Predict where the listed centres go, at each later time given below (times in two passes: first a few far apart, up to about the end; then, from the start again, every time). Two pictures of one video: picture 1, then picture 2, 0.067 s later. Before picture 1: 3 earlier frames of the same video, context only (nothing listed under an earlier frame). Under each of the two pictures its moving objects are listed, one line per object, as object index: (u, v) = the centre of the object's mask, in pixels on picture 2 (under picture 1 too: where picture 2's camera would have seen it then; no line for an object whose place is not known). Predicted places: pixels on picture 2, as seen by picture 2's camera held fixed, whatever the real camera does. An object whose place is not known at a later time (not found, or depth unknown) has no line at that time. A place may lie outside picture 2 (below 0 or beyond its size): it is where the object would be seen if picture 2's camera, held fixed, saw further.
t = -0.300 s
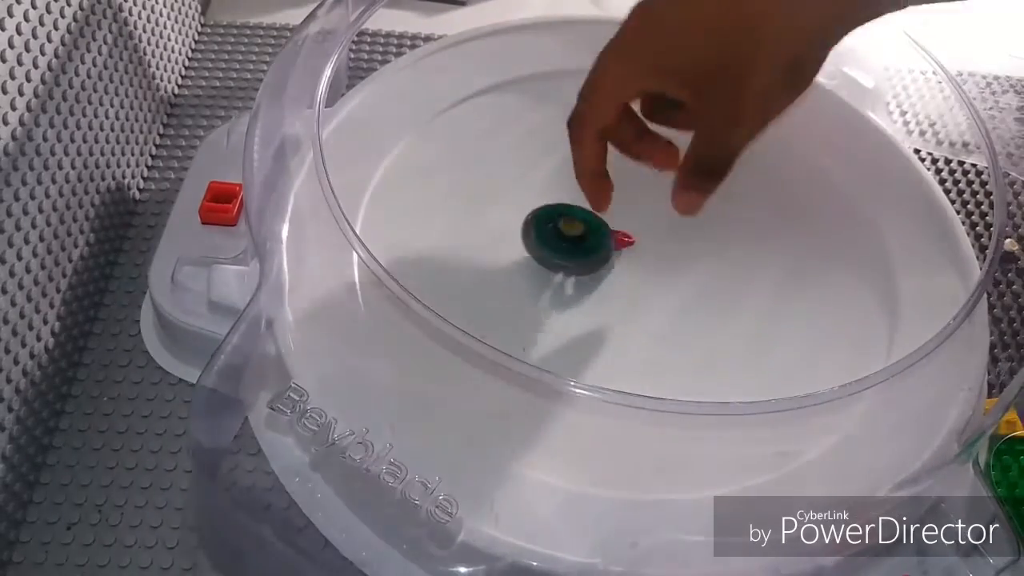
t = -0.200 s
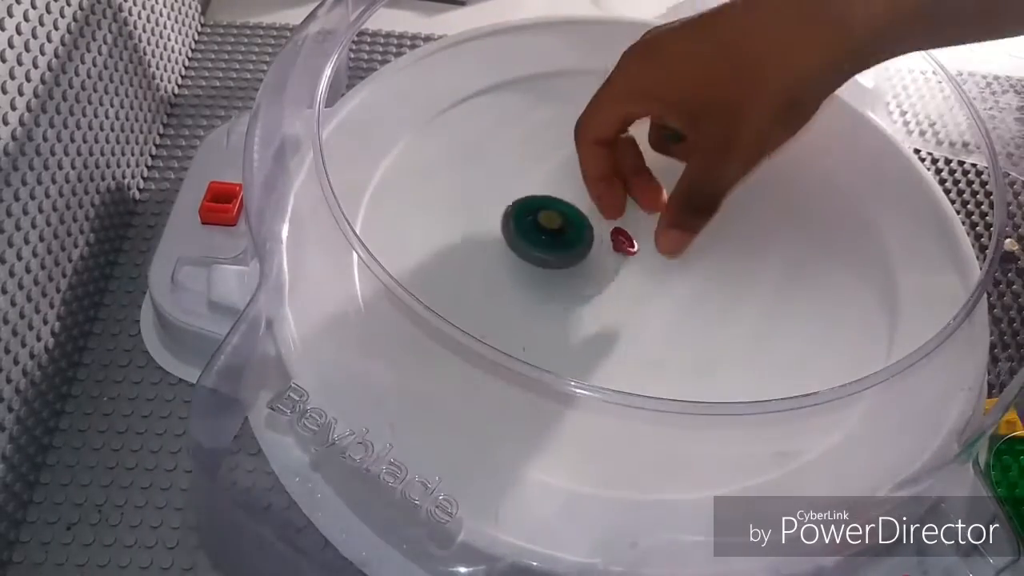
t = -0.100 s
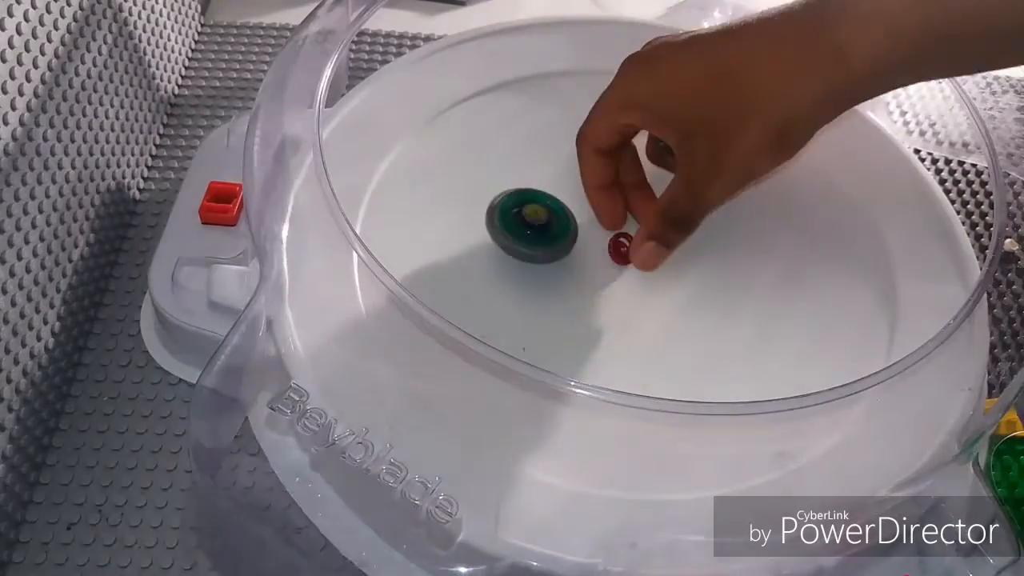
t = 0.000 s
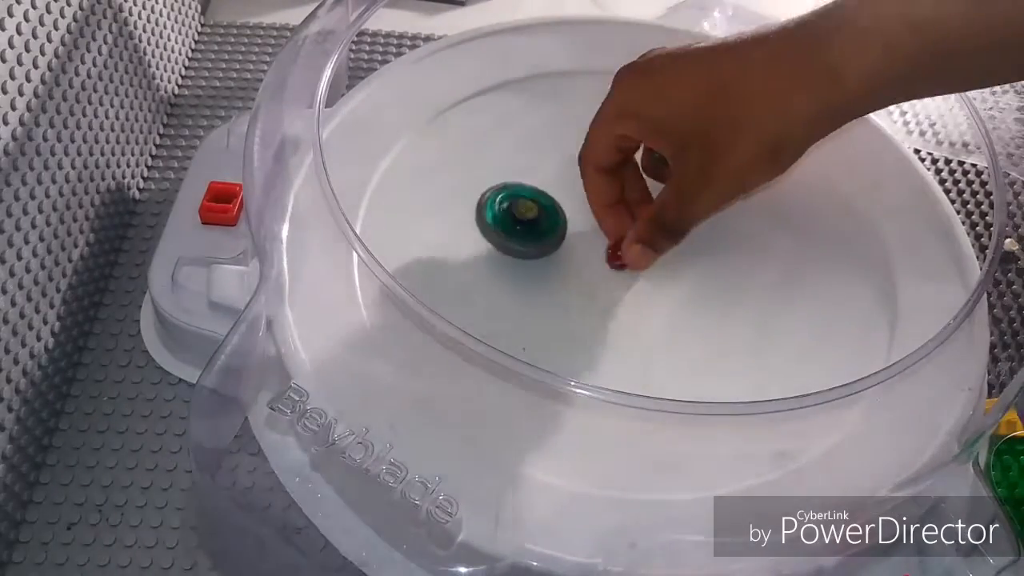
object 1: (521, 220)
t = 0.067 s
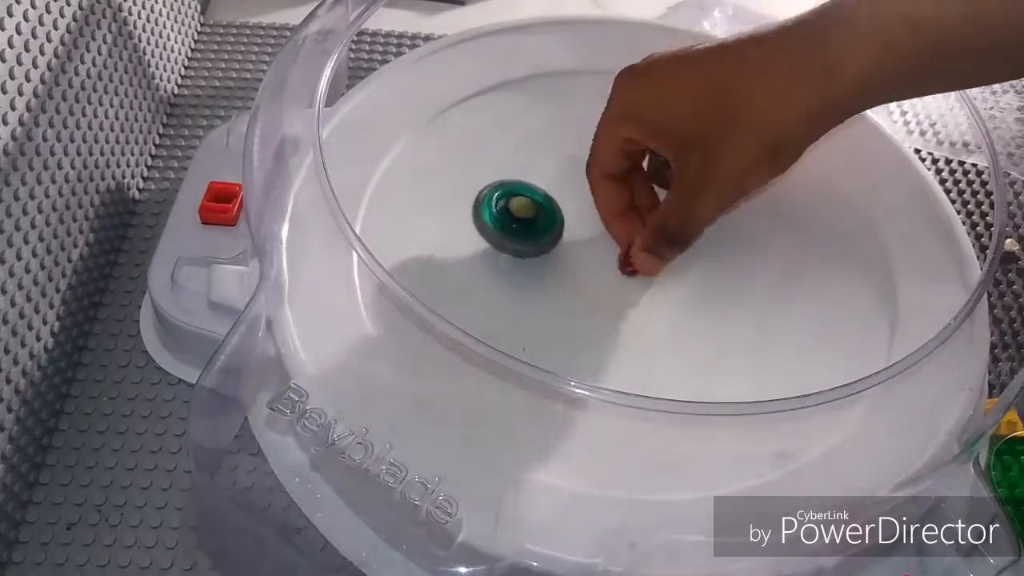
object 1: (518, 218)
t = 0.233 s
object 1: (518, 217)
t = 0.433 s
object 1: (532, 218)
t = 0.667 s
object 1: (572, 223)
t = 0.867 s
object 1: (618, 231)
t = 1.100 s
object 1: (670, 238)
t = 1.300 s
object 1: (696, 244)
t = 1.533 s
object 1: (704, 251)
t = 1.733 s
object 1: (694, 258)
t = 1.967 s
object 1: (659, 270)
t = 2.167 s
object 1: (620, 276)
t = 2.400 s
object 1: (578, 275)
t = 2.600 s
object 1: (554, 267)
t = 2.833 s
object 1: (546, 256)
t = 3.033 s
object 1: (554, 244)
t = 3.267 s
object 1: (579, 228)
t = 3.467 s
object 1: (609, 218)
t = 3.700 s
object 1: (644, 213)
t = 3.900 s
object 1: (667, 217)
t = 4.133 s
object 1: (677, 226)
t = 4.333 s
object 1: (674, 239)
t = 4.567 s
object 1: (654, 263)
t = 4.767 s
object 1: (627, 281)
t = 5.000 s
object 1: (598, 289)
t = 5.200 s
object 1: (583, 287)
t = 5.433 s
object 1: (575, 275)
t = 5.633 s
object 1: (575, 256)
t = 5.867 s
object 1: (588, 228)
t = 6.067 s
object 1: (604, 211)
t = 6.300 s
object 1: (624, 203)
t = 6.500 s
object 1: (638, 208)
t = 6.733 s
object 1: (652, 222)
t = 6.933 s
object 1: (657, 243)
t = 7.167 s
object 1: (651, 270)
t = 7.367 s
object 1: (637, 288)
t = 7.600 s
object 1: (618, 293)
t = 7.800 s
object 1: (604, 287)
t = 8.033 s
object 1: (587, 270)
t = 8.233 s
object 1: (581, 247)
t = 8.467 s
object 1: (586, 223)
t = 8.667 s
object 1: (597, 211)
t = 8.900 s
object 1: (613, 210)
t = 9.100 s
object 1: (631, 217)
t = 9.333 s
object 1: (651, 236)
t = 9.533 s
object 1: (658, 255)
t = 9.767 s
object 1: (653, 274)
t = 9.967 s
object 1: (639, 283)
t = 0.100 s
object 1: (517, 218)
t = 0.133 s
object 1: (517, 217)
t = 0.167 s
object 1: (517, 217)
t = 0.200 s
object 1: (518, 217)
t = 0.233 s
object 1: (518, 217)
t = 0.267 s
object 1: (519, 217)
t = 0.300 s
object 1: (521, 217)
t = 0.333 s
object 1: (523, 217)
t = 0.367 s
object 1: (525, 217)
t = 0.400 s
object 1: (528, 217)
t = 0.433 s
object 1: (532, 218)
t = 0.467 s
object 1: (537, 218)
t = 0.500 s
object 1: (542, 219)
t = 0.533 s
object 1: (548, 220)
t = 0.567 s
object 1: (553, 221)
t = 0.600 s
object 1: (559, 221)
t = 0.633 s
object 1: (566, 222)
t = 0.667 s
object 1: (572, 223)
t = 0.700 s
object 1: (580, 225)
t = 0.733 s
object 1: (587, 226)
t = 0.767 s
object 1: (594, 227)
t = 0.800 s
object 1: (602, 228)
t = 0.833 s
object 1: (610, 229)
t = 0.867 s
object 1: (618, 231)
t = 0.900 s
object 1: (626, 232)
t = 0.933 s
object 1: (634, 233)
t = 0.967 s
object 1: (642, 235)
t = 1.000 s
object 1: (650, 236)
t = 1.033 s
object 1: (657, 237)
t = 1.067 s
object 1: (663, 238)
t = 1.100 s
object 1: (670, 238)
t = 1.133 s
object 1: (675, 240)
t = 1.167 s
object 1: (680, 240)
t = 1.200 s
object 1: (685, 241)
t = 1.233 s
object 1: (689, 242)
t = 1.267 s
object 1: (693, 243)
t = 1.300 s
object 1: (696, 244)
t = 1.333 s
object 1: (699, 245)
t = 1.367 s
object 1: (701, 246)
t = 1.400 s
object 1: (702, 248)
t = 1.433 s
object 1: (703, 248)
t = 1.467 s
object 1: (704, 249)
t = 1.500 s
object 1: (704, 250)
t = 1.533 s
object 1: (704, 251)
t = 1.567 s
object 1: (703, 252)
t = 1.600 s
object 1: (702, 253)
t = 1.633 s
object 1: (701, 254)
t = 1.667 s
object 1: (699, 255)
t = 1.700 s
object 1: (697, 257)
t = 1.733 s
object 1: (694, 258)
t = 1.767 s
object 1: (690, 260)
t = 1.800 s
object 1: (686, 262)
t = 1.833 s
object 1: (681, 263)
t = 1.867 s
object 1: (676, 265)
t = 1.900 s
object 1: (671, 267)
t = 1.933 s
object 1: (665, 268)
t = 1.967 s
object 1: (659, 270)
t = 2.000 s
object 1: (653, 271)
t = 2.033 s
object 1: (646, 273)
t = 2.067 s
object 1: (640, 274)
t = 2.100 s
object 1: (633, 275)
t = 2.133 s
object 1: (626, 275)
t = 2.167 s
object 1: (620, 276)
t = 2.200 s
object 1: (613, 276)
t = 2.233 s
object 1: (607, 276)
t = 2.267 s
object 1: (601, 276)
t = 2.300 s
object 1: (594, 276)
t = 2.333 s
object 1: (588, 276)
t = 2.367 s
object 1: (583, 275)
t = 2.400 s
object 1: (578, 275)
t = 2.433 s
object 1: (573, 274)
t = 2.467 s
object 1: (568, 273)
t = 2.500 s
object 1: (564, 272)
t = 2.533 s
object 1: (560, 270)
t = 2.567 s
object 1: (557, 269)
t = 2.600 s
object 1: (554, 267)
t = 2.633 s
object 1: (552, 266)
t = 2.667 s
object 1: (550, 264)
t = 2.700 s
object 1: (548, 262)
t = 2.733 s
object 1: (547, 261)
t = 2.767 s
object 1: (547, 259)
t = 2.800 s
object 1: (546, 257)
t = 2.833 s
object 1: (546, 256)
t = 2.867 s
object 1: (546, 254)
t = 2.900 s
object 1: (547, 253)
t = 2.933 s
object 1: (548, 250)
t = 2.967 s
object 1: (549, 248)
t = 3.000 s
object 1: (551, 246)
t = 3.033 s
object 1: (554, 244)
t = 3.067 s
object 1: (556, 242)
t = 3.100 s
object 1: (559, 240)
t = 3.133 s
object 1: (563, 237)
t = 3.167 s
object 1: (567, 235)
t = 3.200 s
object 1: (571, 233)
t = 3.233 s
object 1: (575, 230)
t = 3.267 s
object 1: (579, 228)
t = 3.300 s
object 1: (583, 226)
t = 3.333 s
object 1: (588, 224)
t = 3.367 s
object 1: (593, 222)
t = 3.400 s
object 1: (598, 221)
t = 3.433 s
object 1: (603, 219)
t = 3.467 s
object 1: (609, 218)
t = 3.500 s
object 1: (614, 216)
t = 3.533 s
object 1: (619, 215)
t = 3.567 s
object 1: (624, 215)
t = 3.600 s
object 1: (629, 214)
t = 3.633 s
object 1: (634, 213)
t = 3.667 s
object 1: (639, 213)
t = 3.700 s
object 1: (644, 213)
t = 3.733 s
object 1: (648, 213)
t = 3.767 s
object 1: (652, 214)
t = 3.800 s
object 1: (656, 214)
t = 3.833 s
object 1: (660, 215)
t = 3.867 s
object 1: (664, 216)
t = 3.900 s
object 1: (667, 217)
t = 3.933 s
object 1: (669, 218)
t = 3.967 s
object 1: (671, 219)
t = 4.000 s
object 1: (673, 220)
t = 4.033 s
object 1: (675, 222)
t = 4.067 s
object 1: (676, 223)
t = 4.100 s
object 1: (677, 225)
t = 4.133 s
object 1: (677, 226)
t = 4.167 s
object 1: (677, 228)
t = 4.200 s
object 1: (677, 230)
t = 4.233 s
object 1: (677, 232)
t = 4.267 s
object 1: (677, 234)
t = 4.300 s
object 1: (676, 236)
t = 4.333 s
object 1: (674, 239)
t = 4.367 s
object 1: (672, 242)
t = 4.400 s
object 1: (670, 245)
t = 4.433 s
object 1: (668, 249)
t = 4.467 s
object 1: (665, 252)
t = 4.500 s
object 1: (662, 256)
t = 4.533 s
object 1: (658, 259)
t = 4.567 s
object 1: (654, 263)
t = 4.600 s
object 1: (650, 266)
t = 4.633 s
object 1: (645, 269)
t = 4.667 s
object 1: (641, 272)
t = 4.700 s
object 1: (637, 275)
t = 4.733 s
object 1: (632, 278)
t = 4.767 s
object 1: (627, 281)
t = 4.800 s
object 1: (622, 283)
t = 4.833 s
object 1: (618, 285)
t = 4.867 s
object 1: (613, 286)
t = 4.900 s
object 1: (610, 288)
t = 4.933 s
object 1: (606, 289)
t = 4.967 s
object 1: (602, 289)
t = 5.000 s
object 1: (598, 289)
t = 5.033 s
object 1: (595, 290)
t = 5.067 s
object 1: (592, 290)
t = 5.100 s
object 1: (589, 289)
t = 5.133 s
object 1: (587, 288)
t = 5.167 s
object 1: (585, 288)
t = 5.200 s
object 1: (583, 287)
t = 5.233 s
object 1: (581, 285)
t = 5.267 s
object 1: (580, 284)
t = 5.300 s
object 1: (578, 283)
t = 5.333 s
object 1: (577, 281)
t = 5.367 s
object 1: (576, 279)
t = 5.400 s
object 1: (575, 277)
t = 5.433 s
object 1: (575, 275)
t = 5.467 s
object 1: (574, 272)
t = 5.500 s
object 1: (574, 269)
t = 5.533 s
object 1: (573, 266)
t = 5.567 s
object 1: (574, 263)
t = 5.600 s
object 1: (574, 259)
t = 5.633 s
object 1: (575, 256)
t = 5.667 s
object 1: (576, 252)
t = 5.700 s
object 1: (578, 248)
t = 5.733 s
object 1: (579, 244)
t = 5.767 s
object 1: (581, 239)
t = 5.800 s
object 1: (584, 236)
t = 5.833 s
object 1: (586, 232)
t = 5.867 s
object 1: (588, 228)
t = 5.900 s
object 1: (591, 224)
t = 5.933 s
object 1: (593, 221)
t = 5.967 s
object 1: (596, 218)
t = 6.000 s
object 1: (599, 215)
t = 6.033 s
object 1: (602, 213)
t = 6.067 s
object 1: (604, 211)
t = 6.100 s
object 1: (607, 209)
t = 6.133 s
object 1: (610, 207)
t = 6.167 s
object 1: (613, 206)
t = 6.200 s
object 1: (616, 205)
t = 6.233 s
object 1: (619, 204)
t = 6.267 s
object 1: (622, 204)
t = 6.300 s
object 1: (624, 203)
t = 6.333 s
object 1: (627, 203)
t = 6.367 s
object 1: (629, 204)
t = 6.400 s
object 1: (631, 205)
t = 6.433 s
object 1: (634, 205)
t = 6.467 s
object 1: (636, 206)
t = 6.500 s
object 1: (638, 208)
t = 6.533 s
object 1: (640, 209)
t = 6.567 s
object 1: (642, 211)
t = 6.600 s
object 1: (645, 213)
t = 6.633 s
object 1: (647, 215)
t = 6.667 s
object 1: (648, 217)
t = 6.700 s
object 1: (650, 220)
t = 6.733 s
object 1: (652, 222)
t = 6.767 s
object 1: (653, 225)
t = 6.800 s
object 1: (655, 229)
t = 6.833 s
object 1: (656, 232)
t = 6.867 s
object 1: (657, 236)
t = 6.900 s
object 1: (657, 239)
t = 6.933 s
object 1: (657, 243)
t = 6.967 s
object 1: (657, 247)
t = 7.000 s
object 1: (657, 251)
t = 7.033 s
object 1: (656, 255)
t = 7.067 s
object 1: (655, 259)
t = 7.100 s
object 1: (654, 263)
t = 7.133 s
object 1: (653, 267)
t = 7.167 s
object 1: (651, 270)
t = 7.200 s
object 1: (649, 274)
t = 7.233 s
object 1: (647, 277)
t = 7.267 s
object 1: (645, 280)
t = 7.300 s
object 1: (642, 283)
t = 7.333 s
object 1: (639, 286)
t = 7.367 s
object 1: (637, 288)
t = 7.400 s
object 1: (634, 289)
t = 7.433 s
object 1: (632, 291)
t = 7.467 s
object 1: (629, 292)
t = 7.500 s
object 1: (627, 292)
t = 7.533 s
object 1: (624, 293)
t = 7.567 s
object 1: (621, 293)
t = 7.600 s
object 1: (618, 293)
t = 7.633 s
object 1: (616, 292)
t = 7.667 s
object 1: (614, 292)
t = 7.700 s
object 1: (611, 291)
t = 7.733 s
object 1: (609, 290)
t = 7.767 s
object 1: (606, 289)
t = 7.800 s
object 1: (604, 287)
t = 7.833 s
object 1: (601, 286)
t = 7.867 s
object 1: (599, 284)
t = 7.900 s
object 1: (596, 281)
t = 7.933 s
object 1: (594, 279)
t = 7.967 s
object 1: (591, 276)
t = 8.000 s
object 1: (589, 273)
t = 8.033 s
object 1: (587, 270)
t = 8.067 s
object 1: (586, 266)
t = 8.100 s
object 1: (584, 263)
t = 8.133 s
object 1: (583, 259)
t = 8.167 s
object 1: (582, 255)
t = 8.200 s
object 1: (581, 251)
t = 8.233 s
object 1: (581, 247)
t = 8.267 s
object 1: (581, 244)
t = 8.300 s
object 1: (581, 240)
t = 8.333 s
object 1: (582, 236)
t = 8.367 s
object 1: (582, 233)
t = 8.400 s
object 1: (583, 229)
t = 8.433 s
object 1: (585, 226)
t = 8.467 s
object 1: (586, 223)
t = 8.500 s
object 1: (588, 220)
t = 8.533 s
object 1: (589, 218)
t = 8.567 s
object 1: (591, 216)
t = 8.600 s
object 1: (593, 214)
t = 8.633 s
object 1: (595, 213)
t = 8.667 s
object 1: (597, 211)
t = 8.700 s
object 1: (599, 211)
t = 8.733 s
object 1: (601, 210)
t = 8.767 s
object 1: (604, 210)
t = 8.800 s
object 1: (606, 209)
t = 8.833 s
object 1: (608, 209)
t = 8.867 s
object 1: (611, 210)
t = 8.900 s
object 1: (613, 210)
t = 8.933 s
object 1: (616, 210)
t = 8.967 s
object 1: (619, 211)
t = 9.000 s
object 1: (622, 212)
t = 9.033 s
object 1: (625, 214)
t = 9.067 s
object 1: (628, 215)
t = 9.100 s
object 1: (631, 217)
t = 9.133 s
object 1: (634, 219)
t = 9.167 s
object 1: (637, 222)
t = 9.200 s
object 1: (640, 224)
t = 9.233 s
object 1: (643, 227)
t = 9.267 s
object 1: (646, 230)
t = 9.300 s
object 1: (648, 233)
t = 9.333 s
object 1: (651, 236)
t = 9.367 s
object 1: (653, 239)
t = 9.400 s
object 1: (655, 242)
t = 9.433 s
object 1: (656, 246)
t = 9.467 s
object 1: (657, 249)
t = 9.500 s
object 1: (658, 252)
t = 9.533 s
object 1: (658, 255)
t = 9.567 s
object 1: (659, 258)
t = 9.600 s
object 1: (658, 261)
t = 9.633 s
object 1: (658, 264)
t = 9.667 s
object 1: (657, 267)
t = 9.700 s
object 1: (656, 269)
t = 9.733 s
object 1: (654, 272)
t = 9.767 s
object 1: (653, 274)
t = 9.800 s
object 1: (651, 276)
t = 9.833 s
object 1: (649, 278)
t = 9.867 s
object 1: (647, 280)
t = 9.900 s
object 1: (644, 281)
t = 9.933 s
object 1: (642, 282)
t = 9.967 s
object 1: (639, 283)
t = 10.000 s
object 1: (636, 284)
